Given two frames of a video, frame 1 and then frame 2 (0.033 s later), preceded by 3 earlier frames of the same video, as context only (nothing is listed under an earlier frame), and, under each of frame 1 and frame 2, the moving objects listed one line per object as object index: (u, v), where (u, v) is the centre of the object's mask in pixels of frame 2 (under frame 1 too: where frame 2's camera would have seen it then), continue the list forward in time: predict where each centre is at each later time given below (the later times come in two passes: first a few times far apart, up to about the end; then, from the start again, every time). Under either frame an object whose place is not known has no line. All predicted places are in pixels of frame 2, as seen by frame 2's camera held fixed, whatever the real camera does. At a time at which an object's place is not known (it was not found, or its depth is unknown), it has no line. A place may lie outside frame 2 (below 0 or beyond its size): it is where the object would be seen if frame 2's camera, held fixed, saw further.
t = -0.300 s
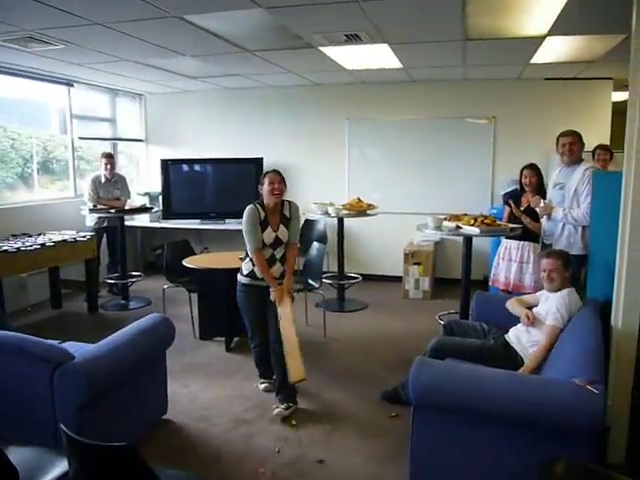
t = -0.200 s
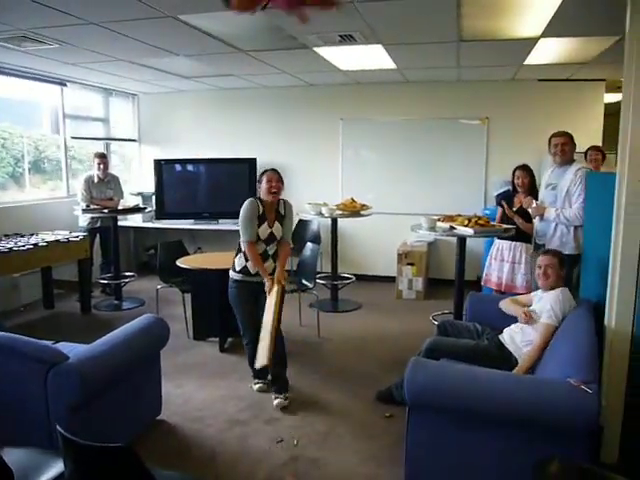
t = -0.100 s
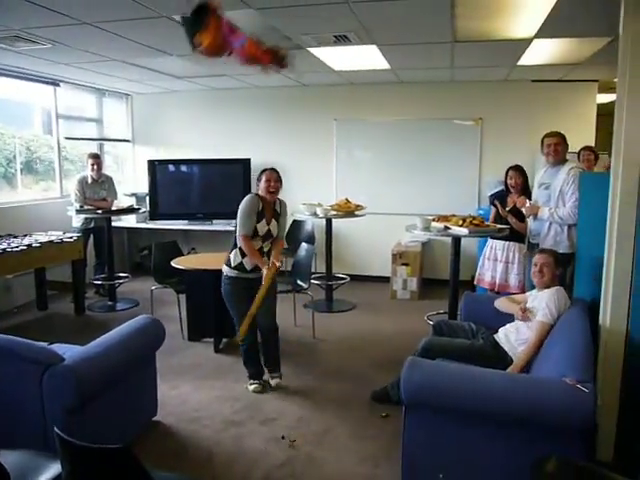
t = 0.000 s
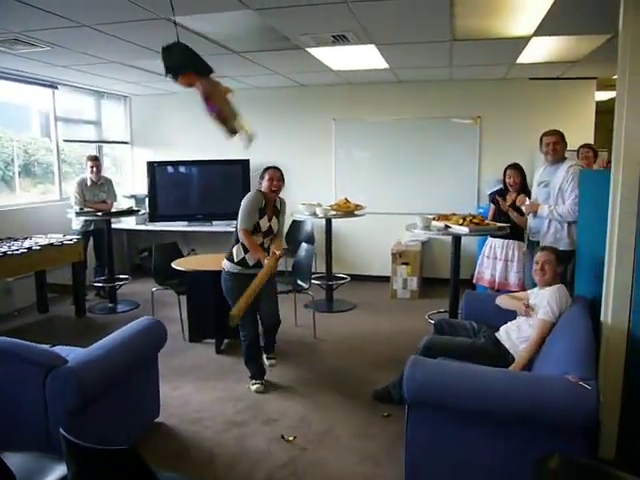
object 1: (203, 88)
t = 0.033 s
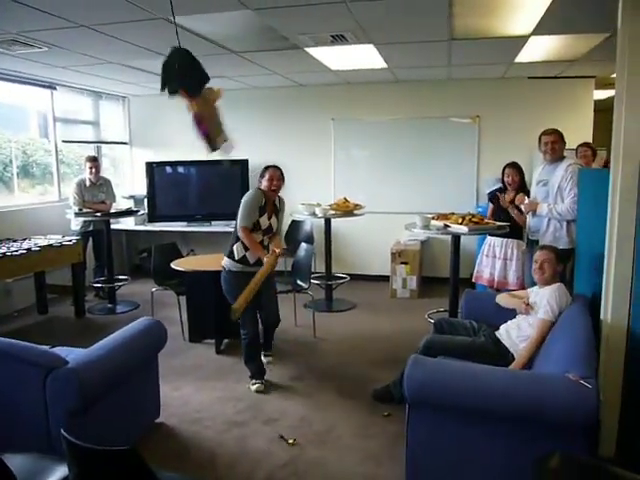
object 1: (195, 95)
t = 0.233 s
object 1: (149, 131)
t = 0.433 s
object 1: (113, 81)
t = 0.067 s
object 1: (188, 104)
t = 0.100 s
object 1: (182, 112)
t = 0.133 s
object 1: (174, 130)
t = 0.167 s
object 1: (167, 133)
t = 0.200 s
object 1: (158, 133)
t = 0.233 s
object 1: (149, 131)
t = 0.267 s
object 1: (141, 129)
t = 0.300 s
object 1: (133, 124)
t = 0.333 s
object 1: (126, 117)
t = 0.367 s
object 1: (119, 107)
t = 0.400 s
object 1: (114, 92)
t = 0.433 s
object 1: (113, 81)
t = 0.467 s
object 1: (114, 72)
